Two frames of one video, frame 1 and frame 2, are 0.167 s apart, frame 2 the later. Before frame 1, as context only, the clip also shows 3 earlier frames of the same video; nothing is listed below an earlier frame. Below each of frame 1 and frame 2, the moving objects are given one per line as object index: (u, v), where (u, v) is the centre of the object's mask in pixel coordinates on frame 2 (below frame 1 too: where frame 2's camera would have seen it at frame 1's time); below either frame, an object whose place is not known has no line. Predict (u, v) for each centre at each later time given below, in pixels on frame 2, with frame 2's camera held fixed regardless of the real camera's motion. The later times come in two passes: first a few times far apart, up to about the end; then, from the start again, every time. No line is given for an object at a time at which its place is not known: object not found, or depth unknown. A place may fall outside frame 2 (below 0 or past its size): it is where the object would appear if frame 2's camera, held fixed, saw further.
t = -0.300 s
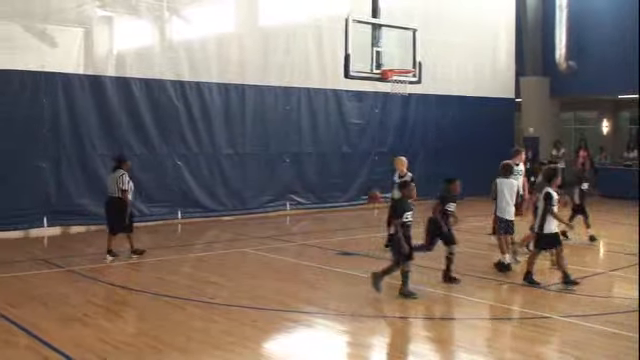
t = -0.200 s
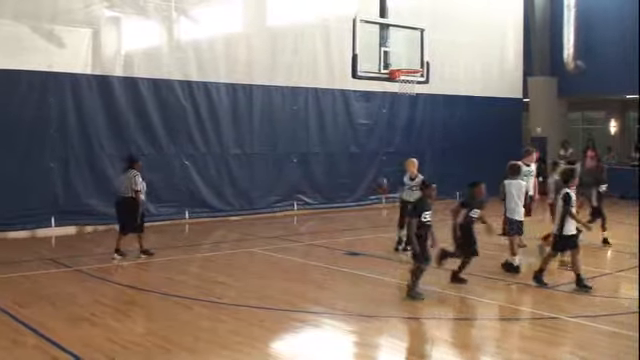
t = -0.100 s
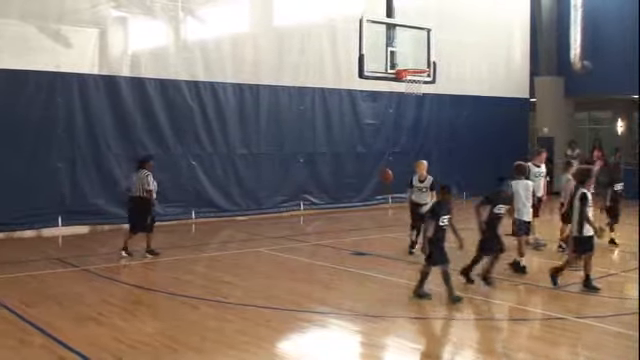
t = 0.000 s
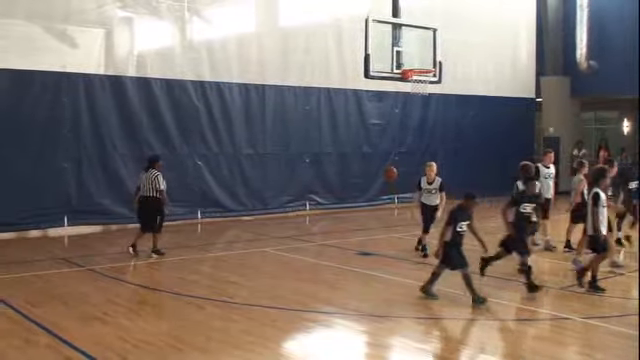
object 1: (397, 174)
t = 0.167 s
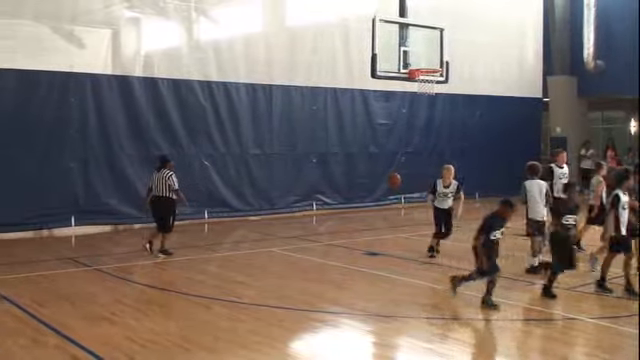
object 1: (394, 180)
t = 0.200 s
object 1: (393, 183)
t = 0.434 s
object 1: (390, 225)
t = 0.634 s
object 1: (388, 208)
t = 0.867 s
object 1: (385, 191)
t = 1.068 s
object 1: (382, 200)
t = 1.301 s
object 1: (378, 231)
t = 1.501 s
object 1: (377, 207)
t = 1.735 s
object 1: (375, 205)
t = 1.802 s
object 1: (373, 210)
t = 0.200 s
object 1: (393, 183)
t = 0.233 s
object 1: (395, 186)
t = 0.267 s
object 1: (395, 188)
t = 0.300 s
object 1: (392, 198)
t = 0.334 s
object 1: (392, 202)
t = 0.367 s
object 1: (391, 210)
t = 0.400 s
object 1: (390, 216)
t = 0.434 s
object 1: (390, 225)
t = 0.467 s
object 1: (390, 233)
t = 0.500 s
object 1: (389, 231)
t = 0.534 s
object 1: (388, 224)
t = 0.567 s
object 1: (388, 217)
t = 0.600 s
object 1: (387, 213)
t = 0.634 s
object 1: (388, 208)
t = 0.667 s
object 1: (389, 203)
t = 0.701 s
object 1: (388, 200)
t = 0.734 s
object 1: (387, 196)
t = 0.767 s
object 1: (387, 195)
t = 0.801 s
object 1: (387, 195)
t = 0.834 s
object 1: (387, 194)
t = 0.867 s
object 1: (385, 191)
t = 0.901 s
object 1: (385, 191)
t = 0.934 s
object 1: (385, 192)
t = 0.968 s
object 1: (386, 194)
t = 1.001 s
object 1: (385, 195)
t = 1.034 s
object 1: (383, 197)
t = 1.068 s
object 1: (382, 200)
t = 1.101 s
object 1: (381, 204)
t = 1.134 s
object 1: (380, 207)
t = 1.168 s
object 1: (380, 214)
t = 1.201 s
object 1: (379, 219)
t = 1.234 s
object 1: (378, 225)
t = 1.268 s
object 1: (378, 232)
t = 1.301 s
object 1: (378, 231)
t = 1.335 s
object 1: (377, 226)
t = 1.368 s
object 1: (377, 222)
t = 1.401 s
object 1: (377, 217)
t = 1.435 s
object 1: (377, 213)
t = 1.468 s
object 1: (377, 210)
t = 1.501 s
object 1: (377, 207)
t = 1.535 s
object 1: (377, 206)
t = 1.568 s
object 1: (377, 205)
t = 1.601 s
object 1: (376, 204)
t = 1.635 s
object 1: (376, 204)
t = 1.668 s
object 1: (376, 204)
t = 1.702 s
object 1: (375, 204)
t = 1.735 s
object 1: (375, 205)
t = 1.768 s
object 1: (374, 207)
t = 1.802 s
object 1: (373, 210)
